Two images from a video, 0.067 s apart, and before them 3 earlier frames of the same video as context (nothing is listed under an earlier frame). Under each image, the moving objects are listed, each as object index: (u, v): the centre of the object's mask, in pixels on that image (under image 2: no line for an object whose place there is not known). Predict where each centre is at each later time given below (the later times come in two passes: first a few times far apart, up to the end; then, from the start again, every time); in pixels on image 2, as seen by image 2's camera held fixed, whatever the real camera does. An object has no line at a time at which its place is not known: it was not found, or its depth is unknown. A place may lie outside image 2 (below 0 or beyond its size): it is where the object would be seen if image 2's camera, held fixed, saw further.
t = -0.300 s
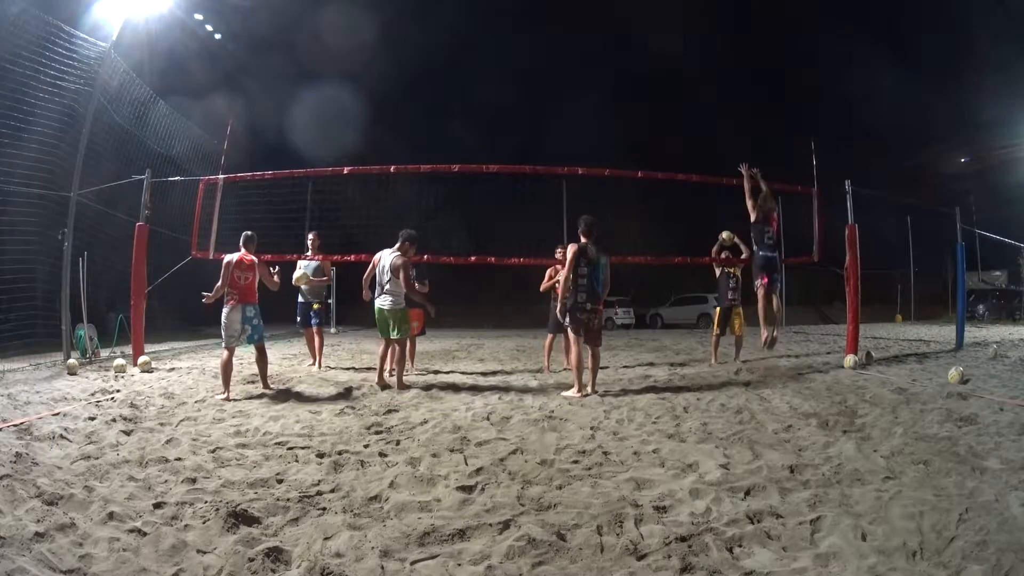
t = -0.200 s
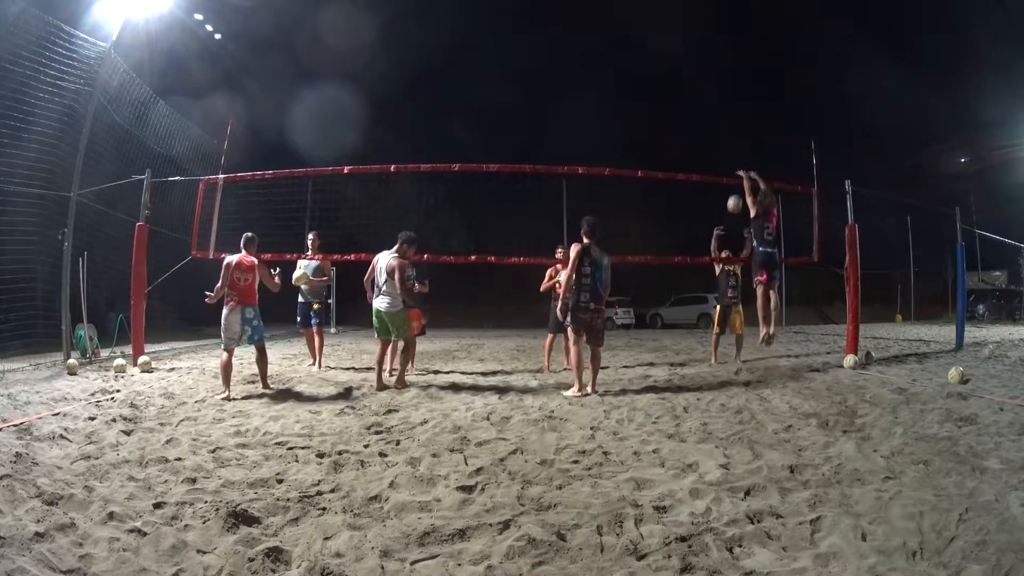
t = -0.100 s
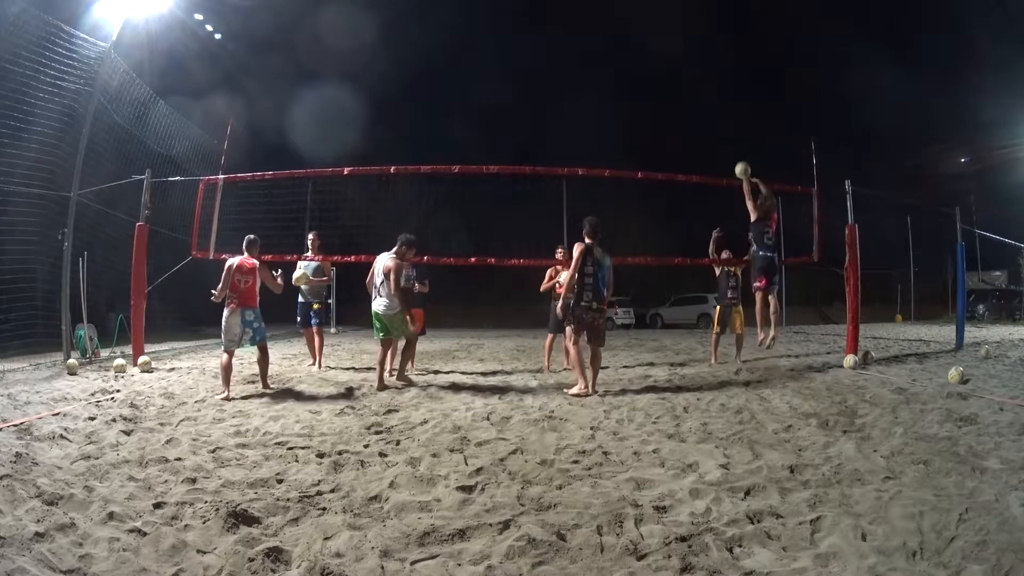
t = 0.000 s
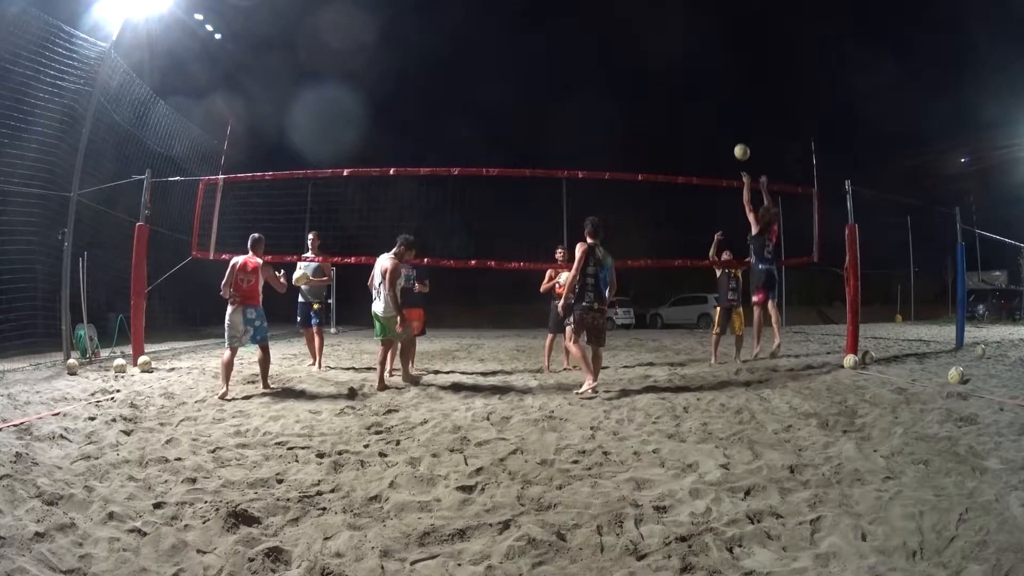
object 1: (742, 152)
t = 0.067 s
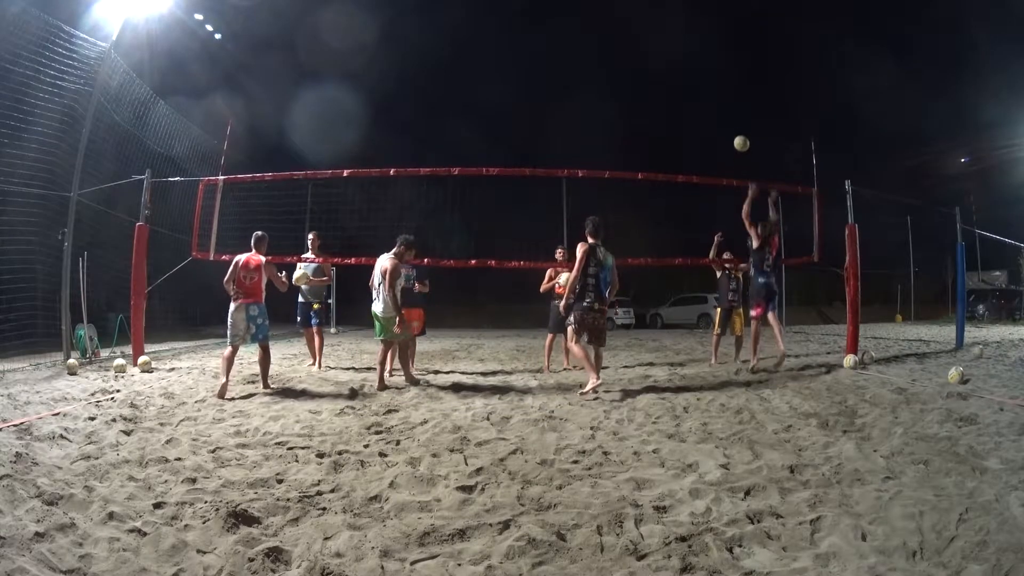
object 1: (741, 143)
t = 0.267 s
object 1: (743, 135)
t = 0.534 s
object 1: (749, 167)
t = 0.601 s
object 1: (751, 181)
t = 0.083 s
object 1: (741, 142)
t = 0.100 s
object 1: (741, 140)
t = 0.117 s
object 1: (741, 139)
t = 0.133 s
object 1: (741, 138)
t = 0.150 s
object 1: (742, 137)
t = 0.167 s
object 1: (742, 136)
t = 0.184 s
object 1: (742, 135)
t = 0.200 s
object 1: (742, 135)
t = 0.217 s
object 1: (742, 135)
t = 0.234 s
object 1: (742, 135)
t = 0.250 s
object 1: (742, 135)
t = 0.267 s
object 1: (743, 135)
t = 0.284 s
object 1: (743, 136)
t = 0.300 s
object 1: (743, 137)
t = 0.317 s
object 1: (743, 138)
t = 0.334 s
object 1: (744, 139)
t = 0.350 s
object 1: (744, 140)
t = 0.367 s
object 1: (744, 142)
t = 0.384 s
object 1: (745, 143)
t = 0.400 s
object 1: (745, 145)
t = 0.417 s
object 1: (745, 147)
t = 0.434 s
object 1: (746, 149)
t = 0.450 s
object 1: (746, 152)
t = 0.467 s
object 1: (747, 155)
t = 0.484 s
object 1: (747, 158)
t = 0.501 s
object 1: (748, 160)
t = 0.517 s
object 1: (748, 164)
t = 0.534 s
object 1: (749, 167)
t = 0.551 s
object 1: (749, 171)
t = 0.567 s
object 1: (750, 175)
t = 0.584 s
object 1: (750, 178)
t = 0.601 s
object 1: (751, 181)
